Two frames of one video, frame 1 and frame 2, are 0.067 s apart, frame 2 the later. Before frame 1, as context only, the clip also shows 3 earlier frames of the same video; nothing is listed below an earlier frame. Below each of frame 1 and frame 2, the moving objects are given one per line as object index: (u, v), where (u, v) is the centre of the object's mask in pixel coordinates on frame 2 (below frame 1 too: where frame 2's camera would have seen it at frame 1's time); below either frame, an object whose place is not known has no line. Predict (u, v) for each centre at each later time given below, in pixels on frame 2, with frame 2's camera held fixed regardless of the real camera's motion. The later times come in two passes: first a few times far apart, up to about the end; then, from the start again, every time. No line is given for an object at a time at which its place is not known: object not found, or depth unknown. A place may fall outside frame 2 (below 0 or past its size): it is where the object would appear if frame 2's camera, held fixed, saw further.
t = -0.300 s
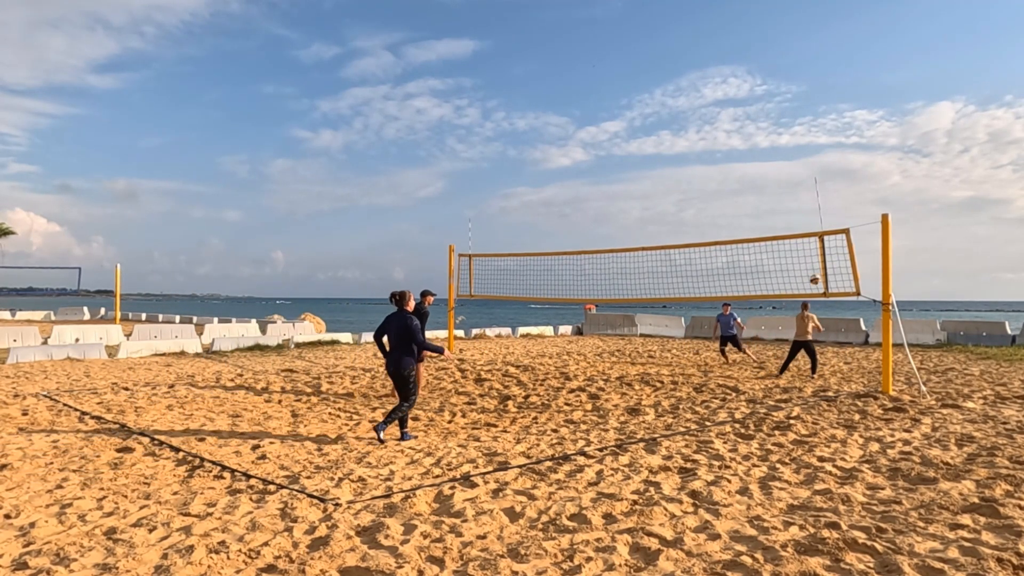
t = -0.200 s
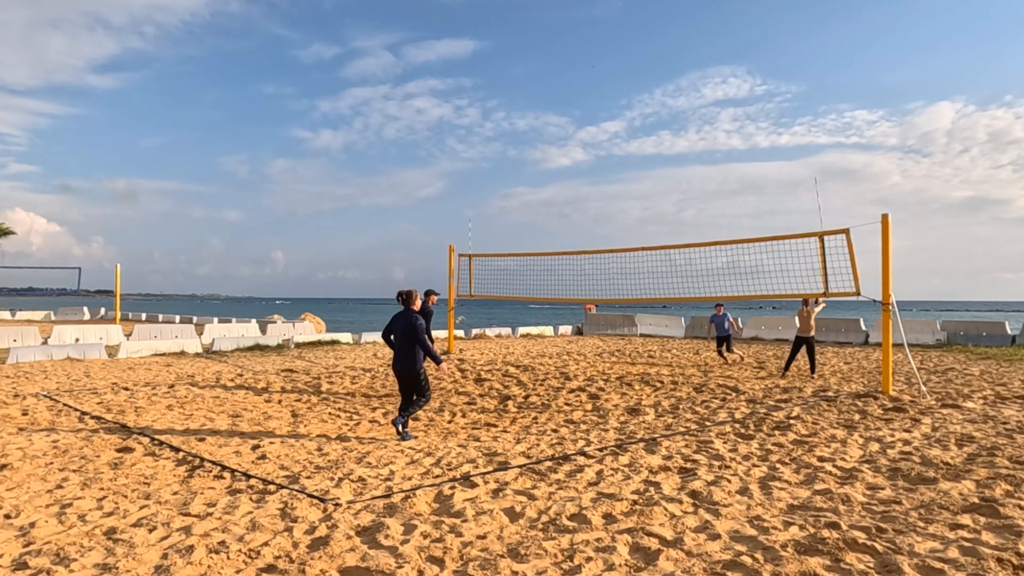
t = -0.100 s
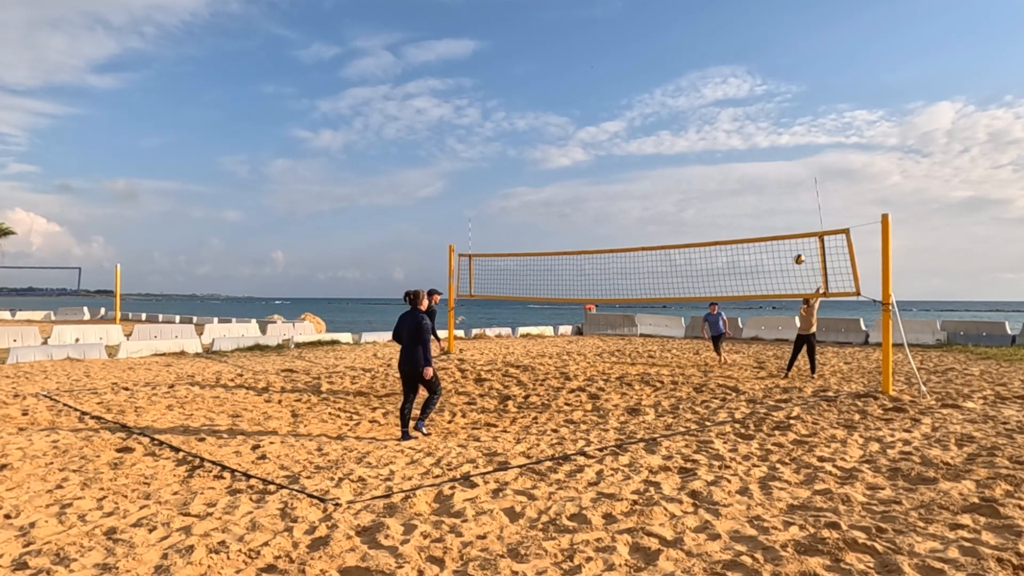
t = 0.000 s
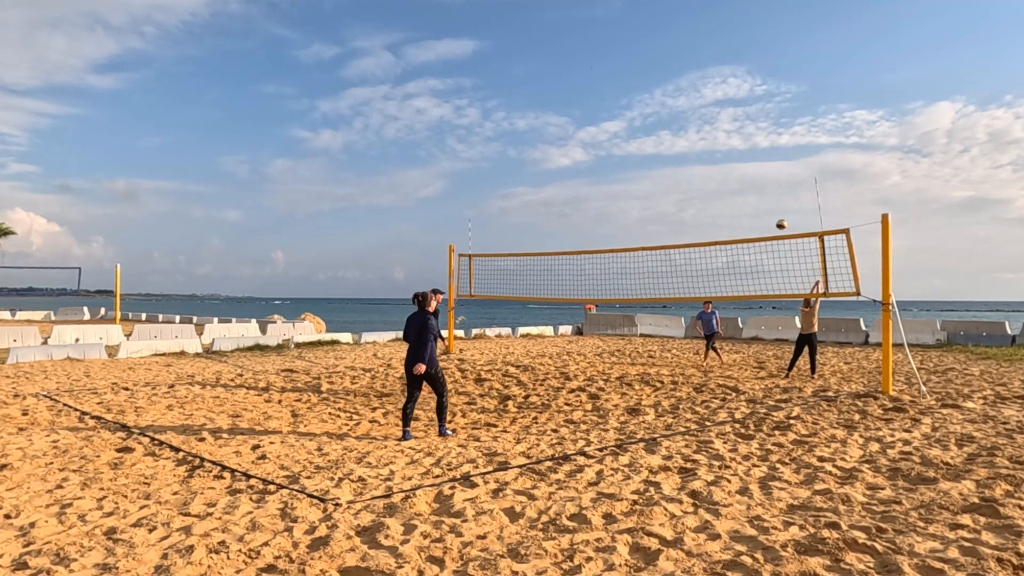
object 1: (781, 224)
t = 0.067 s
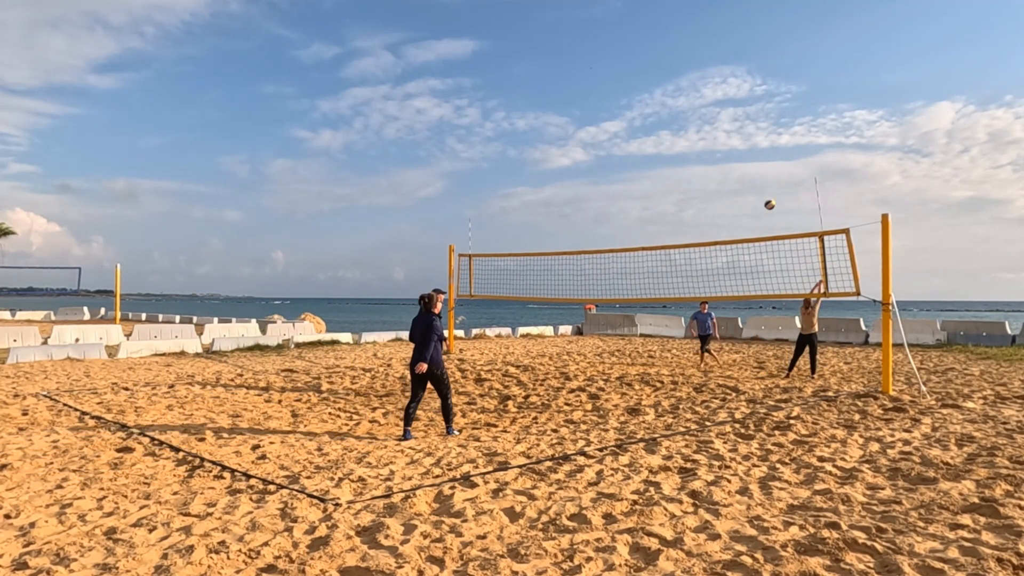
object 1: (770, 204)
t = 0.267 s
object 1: (735, 158)
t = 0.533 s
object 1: (688, 128)
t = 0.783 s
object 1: (644, 131)
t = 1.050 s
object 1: (599, 167)
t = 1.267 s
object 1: (563, 219)
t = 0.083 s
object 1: (767, 199)
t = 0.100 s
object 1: (764, 195)
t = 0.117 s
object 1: (761, 191)
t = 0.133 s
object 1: (758, 187)
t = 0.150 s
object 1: (755, 183)
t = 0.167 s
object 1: (752, 179)
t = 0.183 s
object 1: (749, 175)
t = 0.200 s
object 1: (747, 171)
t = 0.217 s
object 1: (743, 168)
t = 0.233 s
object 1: (740, 164)
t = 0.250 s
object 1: (737, 161)
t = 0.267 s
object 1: (735, 158)
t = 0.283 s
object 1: (732, 155)
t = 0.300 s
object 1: (729, 153)
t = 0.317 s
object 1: (726, 150)
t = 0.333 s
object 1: (723, 147)
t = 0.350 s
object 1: (720, 145)
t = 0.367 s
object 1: (717, 143)
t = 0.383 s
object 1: (714, 141)
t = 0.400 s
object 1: (711, 138)
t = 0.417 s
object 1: (708, 137)
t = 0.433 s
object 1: (705, 135)
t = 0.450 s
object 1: (702, 133)
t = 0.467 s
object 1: (700, 132)
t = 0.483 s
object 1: (697, 131)
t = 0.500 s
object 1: (694, 130)
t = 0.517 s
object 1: (691, 129)
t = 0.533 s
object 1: (688, 128)
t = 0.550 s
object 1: (685, 127)
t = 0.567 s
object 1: (682, 126)
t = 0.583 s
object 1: (679, 126)
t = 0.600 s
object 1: (676, 126)
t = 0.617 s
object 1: (674, 126)
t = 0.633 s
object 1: (671, 125)
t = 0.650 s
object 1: (668, 125)
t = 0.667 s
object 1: (665, 126)
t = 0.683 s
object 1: (662, 126)
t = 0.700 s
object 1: (659, 127)
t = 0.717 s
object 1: (656, 127)
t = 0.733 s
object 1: (653, 128)
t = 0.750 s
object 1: (650, 128)
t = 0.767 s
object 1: (647, 130)
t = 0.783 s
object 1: (644, 131)
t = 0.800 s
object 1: (642, 132)
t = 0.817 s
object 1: (639, 134)
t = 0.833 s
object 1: (636, 135)
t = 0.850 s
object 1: (633, 137)
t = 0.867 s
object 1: (630, 138)
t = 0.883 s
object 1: (627, 141)
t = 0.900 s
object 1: (624, 142)
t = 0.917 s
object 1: (622, 145)
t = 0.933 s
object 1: (619, 147)
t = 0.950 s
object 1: (616, 149)
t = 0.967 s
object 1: (613, 152)
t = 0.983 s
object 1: (610, 155)
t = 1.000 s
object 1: (607, 158)
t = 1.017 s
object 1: (605, 160)
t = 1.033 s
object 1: (602, 164)
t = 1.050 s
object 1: (599, 167)
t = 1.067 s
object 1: (596, 170)
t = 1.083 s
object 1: (593, 173)
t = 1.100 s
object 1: (590, 177)
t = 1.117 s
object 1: (588, 181)
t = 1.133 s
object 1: (585, 185)
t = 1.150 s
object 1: (582, 189)
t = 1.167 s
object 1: (579, 193)
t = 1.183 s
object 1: (577, 197)
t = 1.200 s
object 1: (574, 201)
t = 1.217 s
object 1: (571, 206)
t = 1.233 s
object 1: (568, 210)
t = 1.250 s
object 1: (566, 215)
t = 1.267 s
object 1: (563, 219)
